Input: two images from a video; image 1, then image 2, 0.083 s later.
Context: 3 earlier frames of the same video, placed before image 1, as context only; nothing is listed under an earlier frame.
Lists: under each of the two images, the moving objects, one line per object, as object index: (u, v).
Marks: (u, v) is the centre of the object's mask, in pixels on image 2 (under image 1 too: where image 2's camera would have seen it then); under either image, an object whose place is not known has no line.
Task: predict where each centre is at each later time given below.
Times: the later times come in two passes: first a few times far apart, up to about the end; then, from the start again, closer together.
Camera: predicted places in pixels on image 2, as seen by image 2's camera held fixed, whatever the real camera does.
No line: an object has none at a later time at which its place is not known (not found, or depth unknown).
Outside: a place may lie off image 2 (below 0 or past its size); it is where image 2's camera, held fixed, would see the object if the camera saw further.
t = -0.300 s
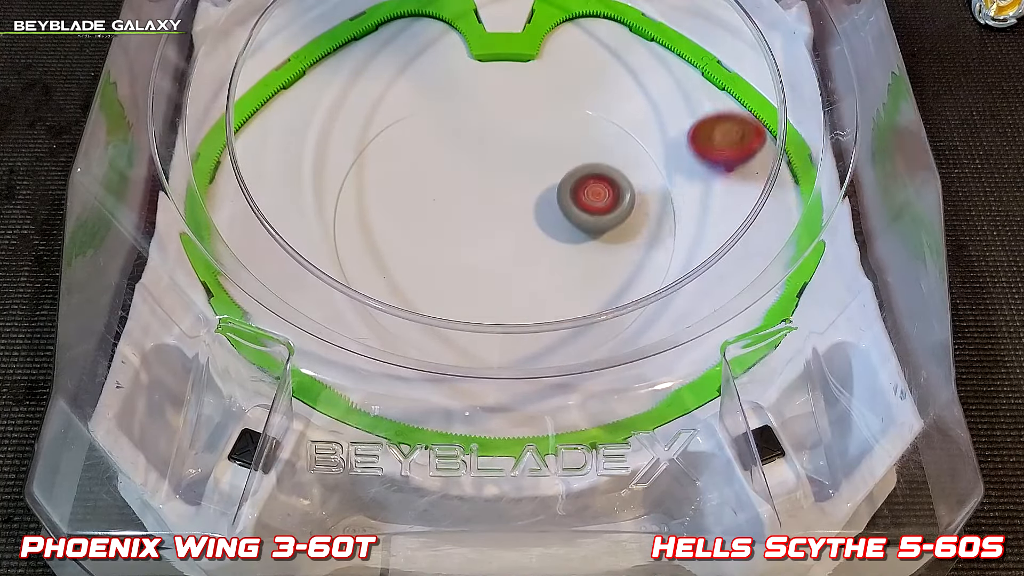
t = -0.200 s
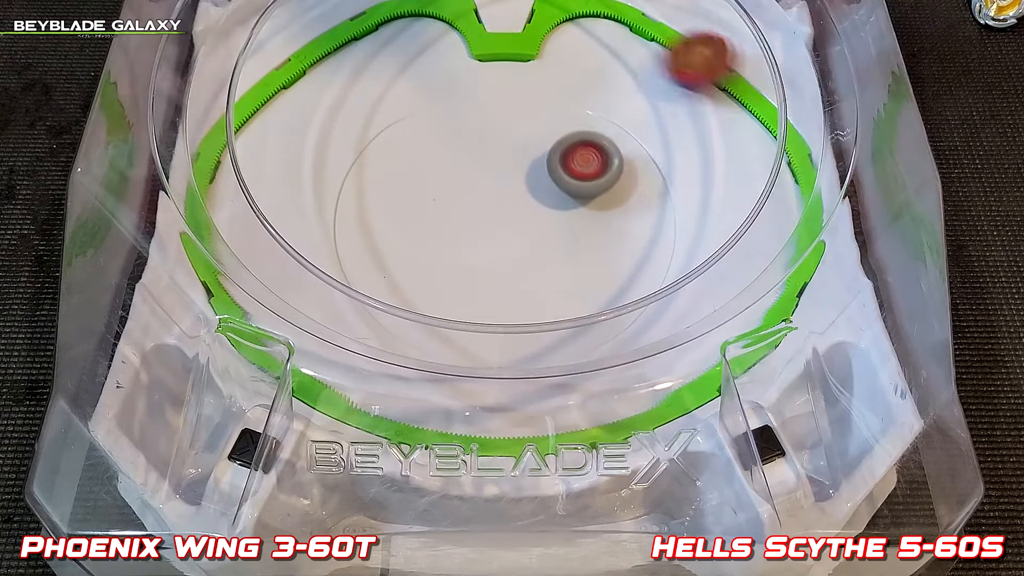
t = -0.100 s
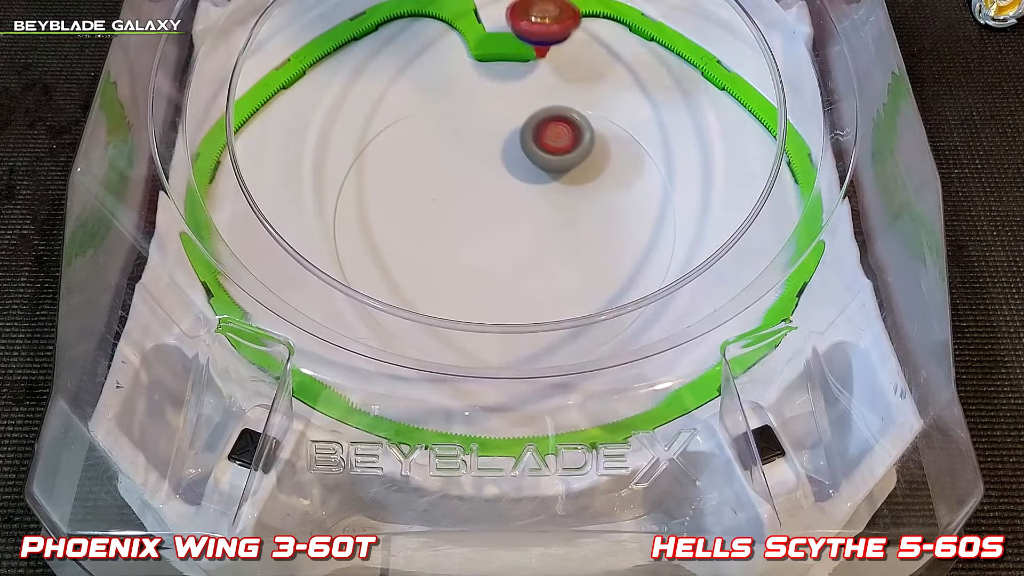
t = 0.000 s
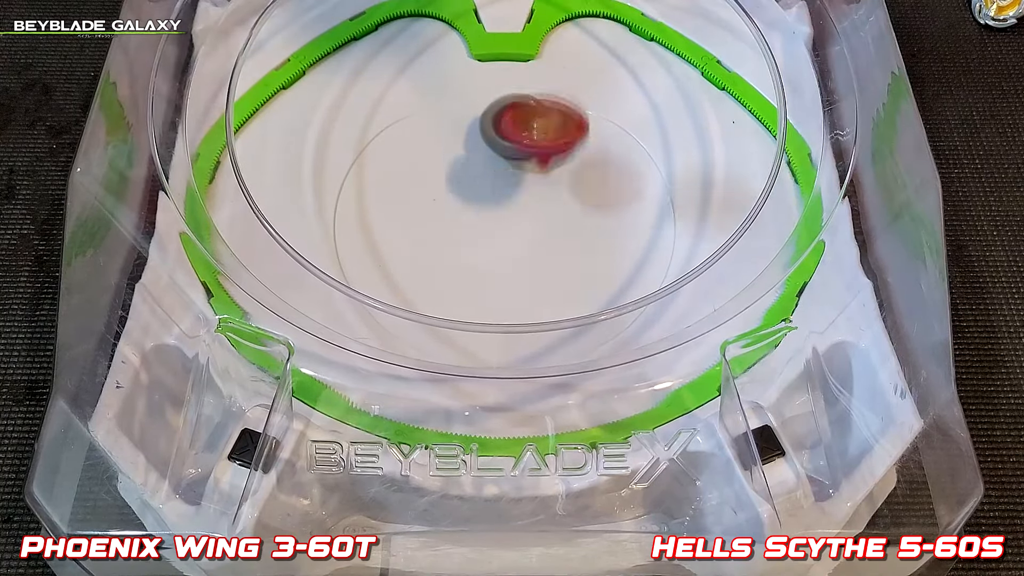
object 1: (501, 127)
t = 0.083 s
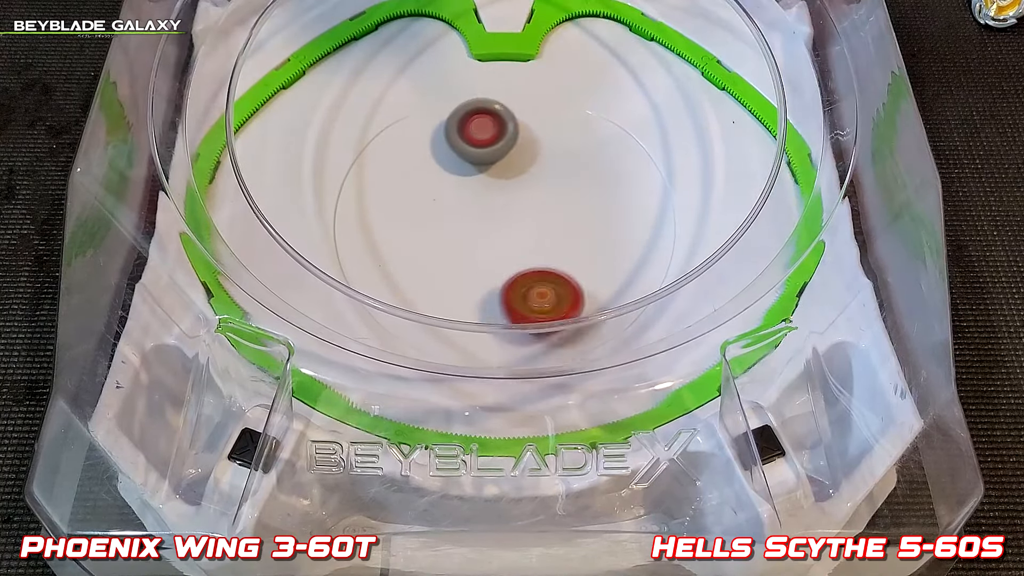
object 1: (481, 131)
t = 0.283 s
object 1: (442, 192)
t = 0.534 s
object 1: (524, 263)
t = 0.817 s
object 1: (618, 204)
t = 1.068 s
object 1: (538, 147)
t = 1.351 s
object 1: (454, 218)
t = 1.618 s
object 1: (523, 288)
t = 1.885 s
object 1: (511, 161)
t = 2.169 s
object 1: (431, 155)
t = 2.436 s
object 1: (426, 253)
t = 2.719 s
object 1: (769, 254)
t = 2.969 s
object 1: (530, 47)
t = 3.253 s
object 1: (610, 260)
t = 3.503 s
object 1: (462, 182)
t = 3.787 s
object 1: (402, 215)
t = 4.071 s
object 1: (453, 267)
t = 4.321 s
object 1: (484, 214)
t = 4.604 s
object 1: (458, 158)
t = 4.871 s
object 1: (453, 149)
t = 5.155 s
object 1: (489, 162)
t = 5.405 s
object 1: (541, 154)
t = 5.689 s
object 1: (552, 146)
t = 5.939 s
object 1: (722, 84)
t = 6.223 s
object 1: (248, 239)
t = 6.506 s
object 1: (496, 294)
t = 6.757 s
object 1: (597, 298)
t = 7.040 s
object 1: (599, 287)
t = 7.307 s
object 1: (618, 357)
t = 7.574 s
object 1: (486, 190)
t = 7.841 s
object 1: (497, 155)
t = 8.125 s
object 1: (480, 253)
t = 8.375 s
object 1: (430, 245)
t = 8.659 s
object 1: (415, 216)
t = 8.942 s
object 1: (437, 189)
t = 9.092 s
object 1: (461, 181)
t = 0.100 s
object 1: (475, 134)
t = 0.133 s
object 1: (464, 139)
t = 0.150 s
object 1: (459, 143)
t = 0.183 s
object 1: (450, 153)
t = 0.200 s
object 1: (447, 159)
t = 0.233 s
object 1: (443, 171)
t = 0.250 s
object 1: (442, 178)
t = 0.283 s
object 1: (442, 192)
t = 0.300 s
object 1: (443, 198)
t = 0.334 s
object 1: (449, 213)
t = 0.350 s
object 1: (452, 219)
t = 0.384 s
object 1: (462, 233)
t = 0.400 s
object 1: (468, 238)
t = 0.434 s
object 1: (481, 249)
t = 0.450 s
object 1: (488, 253)
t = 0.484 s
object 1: (502, 258)
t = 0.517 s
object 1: (516, 262)
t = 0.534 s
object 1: (524, 263)
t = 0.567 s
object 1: (539, 263)
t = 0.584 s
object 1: (547, 262)
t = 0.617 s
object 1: (563, 259)
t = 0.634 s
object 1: (571, 257)
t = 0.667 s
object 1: (585, 251)
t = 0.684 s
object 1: (591, 247)
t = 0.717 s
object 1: (602, 238)
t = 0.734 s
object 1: (607, 233)
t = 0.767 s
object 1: (613, 222)
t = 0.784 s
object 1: (616, 216)
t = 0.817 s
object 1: (618, 204)
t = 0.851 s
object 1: (617, 192)
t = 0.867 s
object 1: (615, 187)
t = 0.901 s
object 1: (609, 176)
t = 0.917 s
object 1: (604, 171)
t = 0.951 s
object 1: (593, 164)
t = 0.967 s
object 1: (586, 160)
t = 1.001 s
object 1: (571, 154)
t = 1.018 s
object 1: (563, 152)
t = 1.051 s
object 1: (546, 148)
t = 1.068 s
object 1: (538, 147)
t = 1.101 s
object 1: (522, 147)
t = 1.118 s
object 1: (514, 148)
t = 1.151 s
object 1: (499, 153)
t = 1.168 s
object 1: (492, 156)
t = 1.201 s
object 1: (480, 164)
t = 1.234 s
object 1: (470, 173)
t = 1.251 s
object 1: (466, 179)
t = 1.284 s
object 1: (460, 191)
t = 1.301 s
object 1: (458, 198)
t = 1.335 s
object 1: (455, 211)
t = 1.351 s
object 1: (454, 218)
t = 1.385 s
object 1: (455, 232)
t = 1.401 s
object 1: (456, 238)
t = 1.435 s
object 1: (460, 250)
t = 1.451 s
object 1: (464, 256)
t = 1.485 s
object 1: (472, 267)
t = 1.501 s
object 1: (477, 272)
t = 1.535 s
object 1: (489, 279)
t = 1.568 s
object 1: (502, 284)
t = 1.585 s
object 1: (509, 286)
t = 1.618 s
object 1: (523, 288)
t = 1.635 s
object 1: (530, 288)
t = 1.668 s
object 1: (545, 286)
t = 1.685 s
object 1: (552, 283)
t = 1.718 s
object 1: (565, 279)
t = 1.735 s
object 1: (568, 275)
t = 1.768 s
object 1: (556, 247)
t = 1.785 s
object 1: (549, 234)
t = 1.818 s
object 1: (536, 206)
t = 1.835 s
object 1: (529, 194)
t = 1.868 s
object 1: (517, 171)
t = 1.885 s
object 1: (511, 161)
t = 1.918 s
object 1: (500, 144)
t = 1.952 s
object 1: (490, 132)
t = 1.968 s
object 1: (485, 128)
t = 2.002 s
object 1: (476, 125)
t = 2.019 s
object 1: (472, 125)
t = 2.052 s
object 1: (463, 128)
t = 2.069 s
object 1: (459, 130)
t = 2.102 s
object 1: (449, 137)
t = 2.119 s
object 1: (444, 141)
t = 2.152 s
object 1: (435, 151)
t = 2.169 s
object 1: (431, 155)
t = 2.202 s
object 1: (423, 167)
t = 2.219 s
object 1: (420, 172)
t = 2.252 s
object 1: (415, 185)
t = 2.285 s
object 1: (412, 198)
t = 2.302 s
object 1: (411, 204)
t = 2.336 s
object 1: (410, 217)
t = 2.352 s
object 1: (411, 223)
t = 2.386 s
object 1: (415, 236)
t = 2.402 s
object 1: (418, 242)
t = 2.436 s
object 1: (426, 253)
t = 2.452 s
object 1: (432, 257)
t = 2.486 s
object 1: (445, 265)
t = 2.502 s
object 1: (464, 282)
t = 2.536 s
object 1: (548, 339)
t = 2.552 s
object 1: (588, 366)
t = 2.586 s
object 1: (665, 393)
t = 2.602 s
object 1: (681, 363)
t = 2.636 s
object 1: (711, 314)
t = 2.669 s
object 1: (740, 280)
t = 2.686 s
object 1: (752, 269)
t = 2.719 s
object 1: (769, 254)
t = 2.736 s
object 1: (776, 231)
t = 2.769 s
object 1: (791, 195)
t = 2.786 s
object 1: (797, 180)
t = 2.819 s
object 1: (800, 162)
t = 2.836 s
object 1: (776, 139)
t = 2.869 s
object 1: (729, 87)
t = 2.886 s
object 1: (708, 63)
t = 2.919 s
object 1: (635, 22)
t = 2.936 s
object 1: (590, 12)
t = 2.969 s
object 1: (530, 47)
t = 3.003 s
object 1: (484, 114)
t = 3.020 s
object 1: (461, 156)
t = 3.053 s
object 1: (410, 248)
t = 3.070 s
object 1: (391, 271)
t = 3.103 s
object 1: (344, 344)
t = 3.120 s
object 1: (336, 378)
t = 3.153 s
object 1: (416, 330)
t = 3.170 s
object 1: (451, 321)
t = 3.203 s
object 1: (522, 299)
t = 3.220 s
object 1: (556, 292)
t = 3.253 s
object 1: (610, 260)
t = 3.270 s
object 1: (636, 242)
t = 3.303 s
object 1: (636, 224)
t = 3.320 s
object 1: (619, 220)
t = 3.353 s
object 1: (582, 211)
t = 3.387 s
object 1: (548, 202)
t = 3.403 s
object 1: (533, 198)
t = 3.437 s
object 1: (505, 191)
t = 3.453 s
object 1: (492, 188)
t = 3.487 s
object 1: (471, 184)
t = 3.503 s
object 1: (462, 182)
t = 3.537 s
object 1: (447, 181)
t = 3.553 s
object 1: (441, 181)
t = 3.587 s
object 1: (430, 184)
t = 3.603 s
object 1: (426, 185)
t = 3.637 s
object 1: (420, 189)
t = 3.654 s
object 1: (417, 191)
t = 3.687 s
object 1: (413, 196)
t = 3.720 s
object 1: (408, 201)
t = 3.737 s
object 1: (407, 204)
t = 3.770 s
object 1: (403, 210)
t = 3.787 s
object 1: (402, 215)
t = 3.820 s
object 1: (401, 224)
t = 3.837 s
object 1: (402, 229)
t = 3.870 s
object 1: (405, 239)
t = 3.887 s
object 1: (407, 244)
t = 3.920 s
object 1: (413, 253)
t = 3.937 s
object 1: (416, 256)
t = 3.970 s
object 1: (424, 262)
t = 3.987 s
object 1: (429, 264)
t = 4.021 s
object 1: (438, 267)
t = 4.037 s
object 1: (443, 268)
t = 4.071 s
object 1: (453, 267)
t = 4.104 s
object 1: (462, 264)
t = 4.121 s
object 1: (466, 262)
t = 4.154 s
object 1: (474, 256)
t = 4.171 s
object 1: (477, 253)
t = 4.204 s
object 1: (481, 245)
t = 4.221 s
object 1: (483, 241)
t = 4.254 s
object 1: (485, 232)
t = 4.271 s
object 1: (485, 228)
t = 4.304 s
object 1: (485, 218)
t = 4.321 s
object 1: (484, 214)
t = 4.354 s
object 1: (482, 205)
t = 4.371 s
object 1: (481, 200)
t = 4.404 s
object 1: (478, 191)
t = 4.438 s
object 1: (474, 182)
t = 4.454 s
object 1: (472, 178)
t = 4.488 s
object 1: (468, 172)
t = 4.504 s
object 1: (466, 169)
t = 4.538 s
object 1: (463, 163)
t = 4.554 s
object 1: (461, 161)
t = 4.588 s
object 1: (458, 158)
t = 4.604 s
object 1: (458, 158)
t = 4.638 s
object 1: (456, 156)
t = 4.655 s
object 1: (455, 155)
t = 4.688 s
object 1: (454, 154)
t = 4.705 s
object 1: (454, 153)
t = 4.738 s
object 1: (453, 151)
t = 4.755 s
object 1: (453, 151)
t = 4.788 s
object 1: (452, 150)
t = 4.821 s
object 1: (453, 149)
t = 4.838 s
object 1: (453, 149)
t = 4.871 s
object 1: (453, 149)
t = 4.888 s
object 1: (454, 149)
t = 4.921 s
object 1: (455, 149)
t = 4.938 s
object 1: (455, 149)
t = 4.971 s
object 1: (458, 150)
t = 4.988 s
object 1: (460, 151)
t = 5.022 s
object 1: (464, 154)
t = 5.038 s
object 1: (466, 155)
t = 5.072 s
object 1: (472, 158)
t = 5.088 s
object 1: (475, 159)
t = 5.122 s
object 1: (482, 161)
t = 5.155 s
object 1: (489, 162)
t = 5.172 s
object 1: (493, 163)
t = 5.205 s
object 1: (500, 163)
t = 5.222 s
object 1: (504, 163)
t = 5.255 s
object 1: (511, 163)
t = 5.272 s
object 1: (515, 162)
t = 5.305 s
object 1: (522, 161)
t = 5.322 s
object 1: (526, 160)
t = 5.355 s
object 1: (532, 158)
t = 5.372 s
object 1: (536, 156)
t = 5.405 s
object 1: (541, 154)
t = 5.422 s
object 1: (544, 153)
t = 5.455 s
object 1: (548, 151)
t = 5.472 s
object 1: (551, 150)
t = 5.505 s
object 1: (554, 148)
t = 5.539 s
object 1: (556, 147)
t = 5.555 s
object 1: (557, 147)
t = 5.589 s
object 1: (557, 146)
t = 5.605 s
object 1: (557, 146)
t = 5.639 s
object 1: (555, 146)
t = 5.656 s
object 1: (554, 146)
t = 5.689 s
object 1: (552, 146)
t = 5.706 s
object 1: (550, 147)
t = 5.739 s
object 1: (548, 148)
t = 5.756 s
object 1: (546, 148)
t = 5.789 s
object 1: (544, 150)
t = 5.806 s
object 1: (546, 151)
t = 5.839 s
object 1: (612, 123)
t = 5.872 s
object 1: (667, 100)
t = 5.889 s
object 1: (692, 92)
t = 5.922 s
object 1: (737, 84)
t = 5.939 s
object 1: (722, 84)
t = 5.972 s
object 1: (660, 99)
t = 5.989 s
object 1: (627, 109)
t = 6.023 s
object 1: (563, 133)
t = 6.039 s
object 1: (529, 143)
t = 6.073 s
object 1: (466, 163)
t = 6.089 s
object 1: (434, 173)
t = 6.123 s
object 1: (375, 188)
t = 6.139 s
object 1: (349, 195)
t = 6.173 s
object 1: (305, 208)
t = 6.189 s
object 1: (292, 209)
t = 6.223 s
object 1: (248, 239)
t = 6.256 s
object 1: (253, 250)
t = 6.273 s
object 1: (274, 248)
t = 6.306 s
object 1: (307, 261)
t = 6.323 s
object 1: (323, 263)
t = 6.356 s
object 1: (351, 270)
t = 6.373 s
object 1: (368, 277)
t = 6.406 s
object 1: (399, 283)
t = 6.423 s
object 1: (420, 281)
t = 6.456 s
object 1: (450, 289)
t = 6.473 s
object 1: (466, 290)
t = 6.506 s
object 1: (496, 294)
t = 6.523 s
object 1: (509, 295)
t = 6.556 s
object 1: (532, 295)
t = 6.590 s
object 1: (551, 294)
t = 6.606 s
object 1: (559, 293)
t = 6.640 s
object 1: (571, 292)
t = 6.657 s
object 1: (575, 292)
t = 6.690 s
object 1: (583, 292)
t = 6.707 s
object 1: (587, 299)
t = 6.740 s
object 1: (592, 299)
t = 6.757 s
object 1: (597, 298)
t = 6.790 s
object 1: (601, 298)
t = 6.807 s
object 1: (603, 297)
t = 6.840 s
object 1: (606, 298)
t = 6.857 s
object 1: (607, 298)
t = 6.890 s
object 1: (609, 296)
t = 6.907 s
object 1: (610, 297)
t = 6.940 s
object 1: (609, 295)
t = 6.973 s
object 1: (608, 295)
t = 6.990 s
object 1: (607, 295)
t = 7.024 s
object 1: (603, 292)
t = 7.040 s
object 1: (599, 287)
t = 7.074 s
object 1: (594, 288)
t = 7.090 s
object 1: (592, 288)
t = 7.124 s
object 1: (586, 289)
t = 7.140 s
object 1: (583, 290)
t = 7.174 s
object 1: (598, 322)
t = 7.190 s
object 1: (618, 349)
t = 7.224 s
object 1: (658, 403)
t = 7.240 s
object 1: (653, 392)
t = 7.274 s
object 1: (640, 363)
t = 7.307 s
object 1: (618, 357)
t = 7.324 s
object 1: (607, 361)
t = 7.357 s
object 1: (584, 377)
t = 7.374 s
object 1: (573, 378)
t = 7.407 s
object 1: (557, 327)
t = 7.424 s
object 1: (550, 299)
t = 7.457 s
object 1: (534, 267)
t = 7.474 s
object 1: (526, 253)
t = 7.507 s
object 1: (512, 235)
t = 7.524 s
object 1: (504, 230)
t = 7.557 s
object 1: (492, 212)
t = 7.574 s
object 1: (486, 190)
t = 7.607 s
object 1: (474, 154)
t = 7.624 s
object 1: (468, 140)
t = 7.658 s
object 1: (458, 123)
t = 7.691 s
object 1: (454, 112)
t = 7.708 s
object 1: (458, 111)
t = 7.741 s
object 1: (468, 118)
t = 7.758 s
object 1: (473, 124)
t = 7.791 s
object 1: (483, 134)
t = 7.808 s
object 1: (488, 140)
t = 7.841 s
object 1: (497, 155)
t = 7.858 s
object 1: (502, 163)
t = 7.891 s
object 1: (509, 180)
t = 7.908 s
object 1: (512, 189)
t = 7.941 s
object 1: (514, 205)
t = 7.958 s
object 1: (514, 214)
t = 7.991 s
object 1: (511, 226)
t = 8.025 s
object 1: (506, 237)
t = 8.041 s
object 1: (502, 241)
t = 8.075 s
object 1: (494, 248)
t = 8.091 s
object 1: (490, 251)
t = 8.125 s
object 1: (480, 253)
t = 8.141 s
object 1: (475, 254)
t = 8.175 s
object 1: (467, 254)
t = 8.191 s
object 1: (463, 254)
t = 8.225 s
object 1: (455, 253)
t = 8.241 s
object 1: (452, 253)
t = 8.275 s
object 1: (445, 251)
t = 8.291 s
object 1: (442, 251)
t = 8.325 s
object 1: (437, 249)
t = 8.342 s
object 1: (435, 247)
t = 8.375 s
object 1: (430, 245)
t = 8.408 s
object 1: (426, 242)
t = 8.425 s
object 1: (425, 241)
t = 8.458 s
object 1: (422, 237)
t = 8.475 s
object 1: (420, 236)
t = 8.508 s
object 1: (418, 232)
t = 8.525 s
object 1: (416, 231)
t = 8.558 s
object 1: (415, 227)
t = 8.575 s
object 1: (415, 225)
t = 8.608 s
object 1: (414, 221)
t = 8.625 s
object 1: (414, 220)
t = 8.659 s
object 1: (415, 216)
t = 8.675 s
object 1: (415, 214)
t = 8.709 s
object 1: (417, 211)
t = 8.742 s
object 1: (418, 207)
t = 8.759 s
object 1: (420, 205)
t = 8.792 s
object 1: (422, 202)
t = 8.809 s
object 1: (423, 200)
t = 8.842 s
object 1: (426, 197)
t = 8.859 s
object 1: (428, 195)
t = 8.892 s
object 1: (432, 192)
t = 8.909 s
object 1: (433, 191)
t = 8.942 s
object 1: (437, 189)
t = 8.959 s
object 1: (440, 187)
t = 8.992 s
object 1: (445, 185)
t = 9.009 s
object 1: (447, 184)
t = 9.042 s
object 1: (453, 183)
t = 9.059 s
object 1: (455, 182)
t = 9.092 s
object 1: (461, 181)
